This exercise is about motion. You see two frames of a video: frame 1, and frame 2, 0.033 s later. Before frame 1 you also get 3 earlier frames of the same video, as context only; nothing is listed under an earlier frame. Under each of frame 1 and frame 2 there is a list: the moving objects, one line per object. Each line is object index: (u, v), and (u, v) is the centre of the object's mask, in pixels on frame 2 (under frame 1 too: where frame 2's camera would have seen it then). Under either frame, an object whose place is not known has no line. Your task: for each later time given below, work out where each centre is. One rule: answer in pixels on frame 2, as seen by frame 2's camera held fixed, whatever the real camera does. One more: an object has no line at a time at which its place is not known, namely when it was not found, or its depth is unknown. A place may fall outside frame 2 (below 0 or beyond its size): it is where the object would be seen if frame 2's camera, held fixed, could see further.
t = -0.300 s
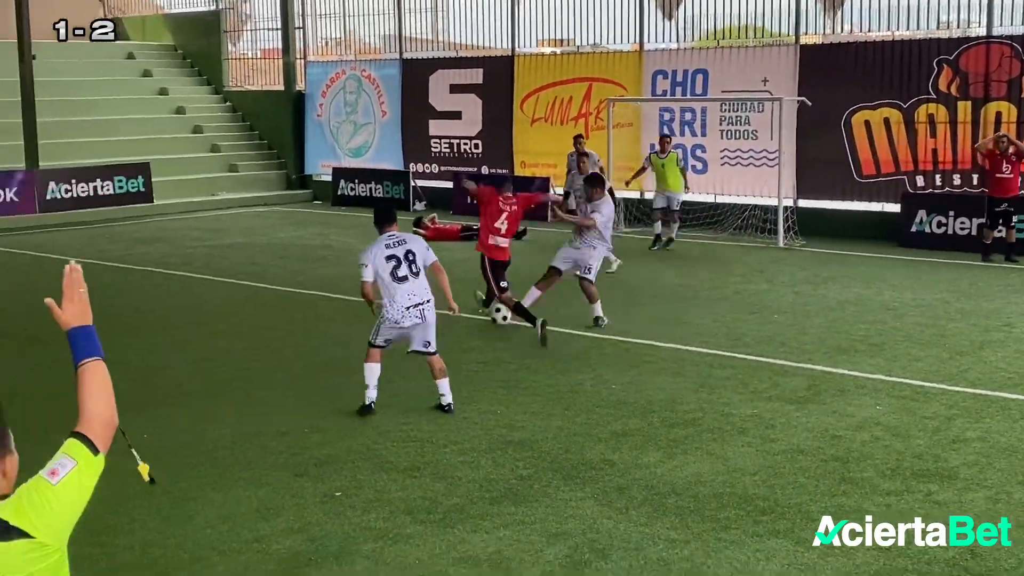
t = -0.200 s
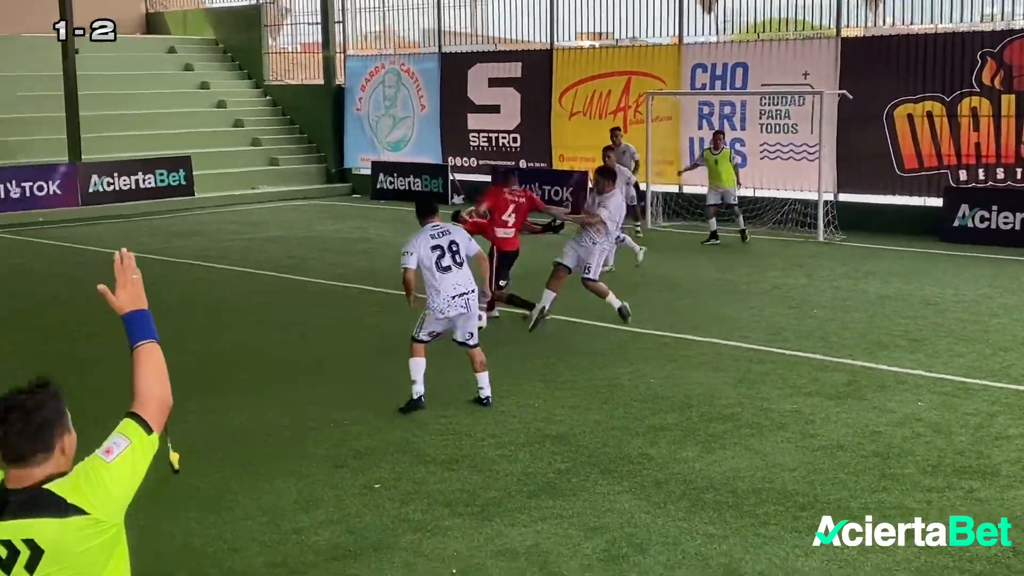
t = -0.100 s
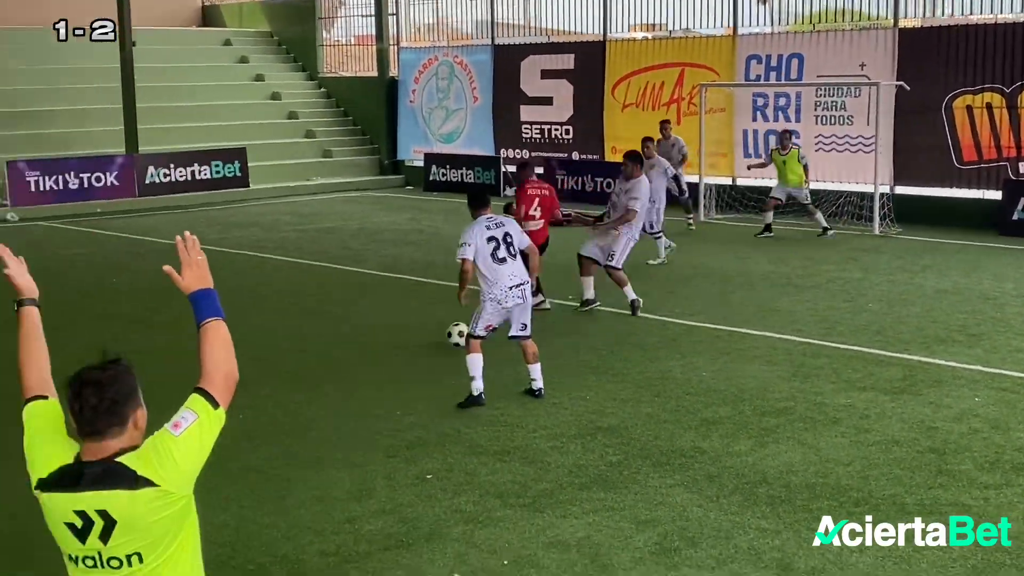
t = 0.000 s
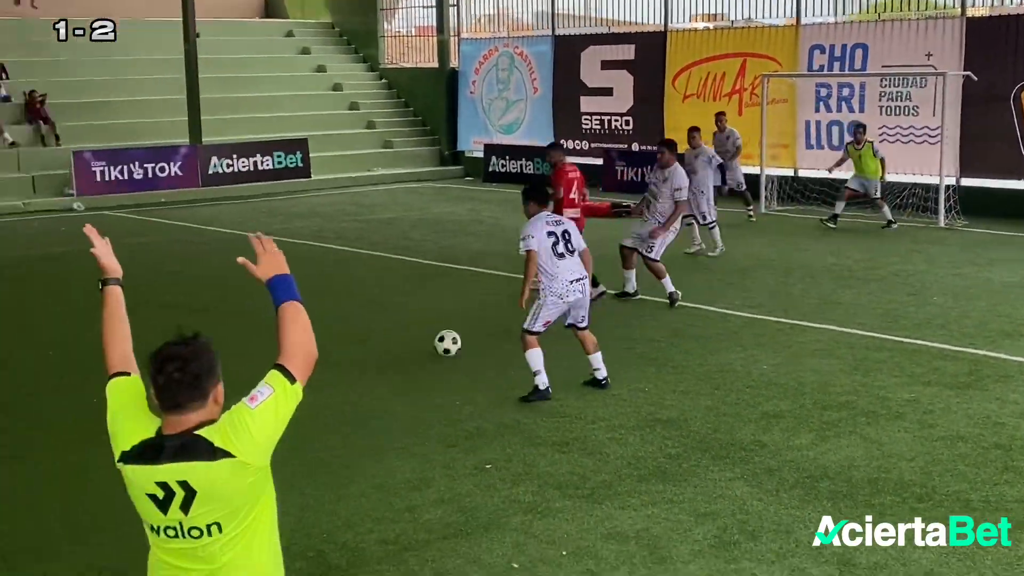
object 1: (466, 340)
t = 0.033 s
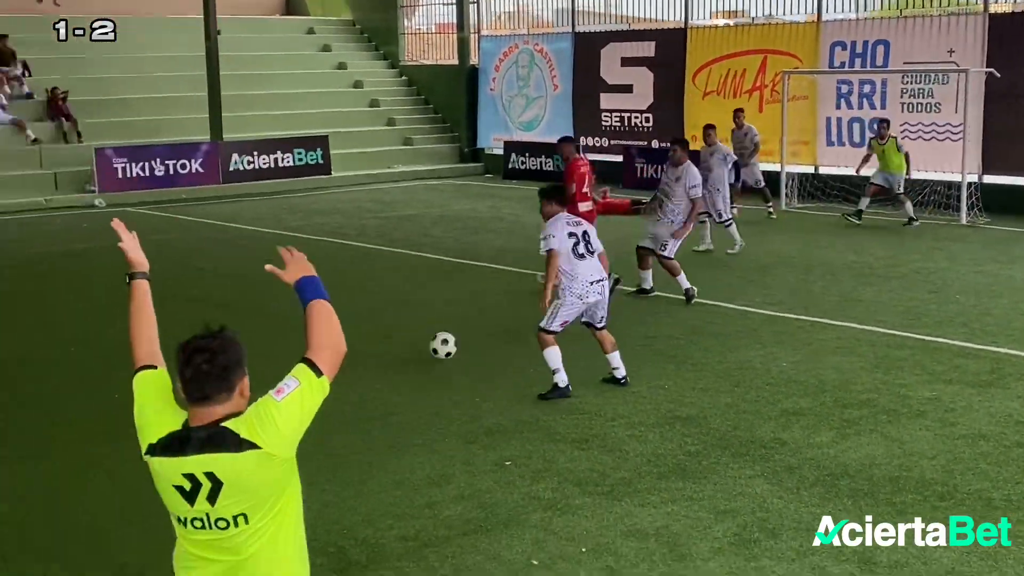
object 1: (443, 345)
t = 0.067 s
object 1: (418, 353)
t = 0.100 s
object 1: (393, 362)
